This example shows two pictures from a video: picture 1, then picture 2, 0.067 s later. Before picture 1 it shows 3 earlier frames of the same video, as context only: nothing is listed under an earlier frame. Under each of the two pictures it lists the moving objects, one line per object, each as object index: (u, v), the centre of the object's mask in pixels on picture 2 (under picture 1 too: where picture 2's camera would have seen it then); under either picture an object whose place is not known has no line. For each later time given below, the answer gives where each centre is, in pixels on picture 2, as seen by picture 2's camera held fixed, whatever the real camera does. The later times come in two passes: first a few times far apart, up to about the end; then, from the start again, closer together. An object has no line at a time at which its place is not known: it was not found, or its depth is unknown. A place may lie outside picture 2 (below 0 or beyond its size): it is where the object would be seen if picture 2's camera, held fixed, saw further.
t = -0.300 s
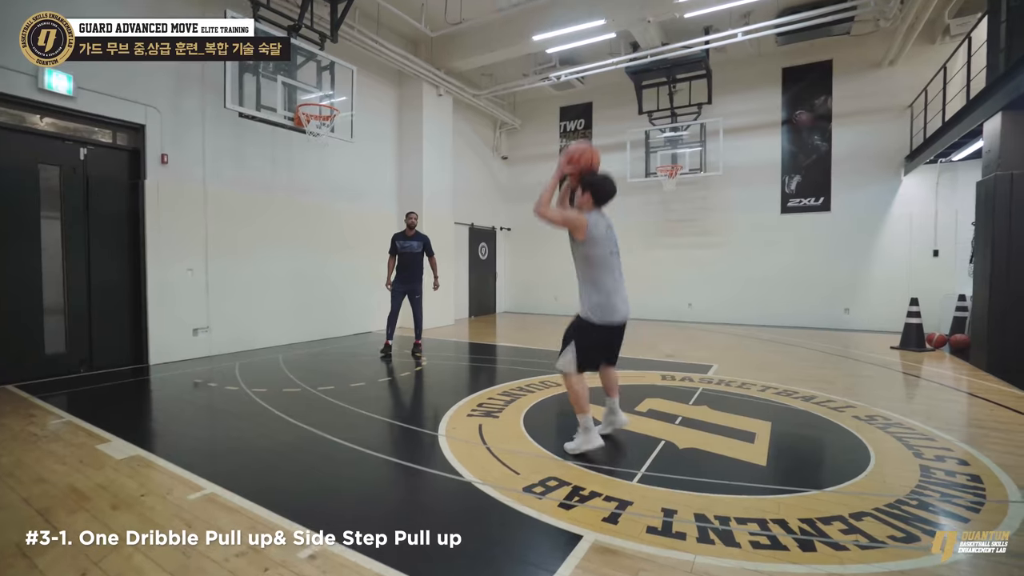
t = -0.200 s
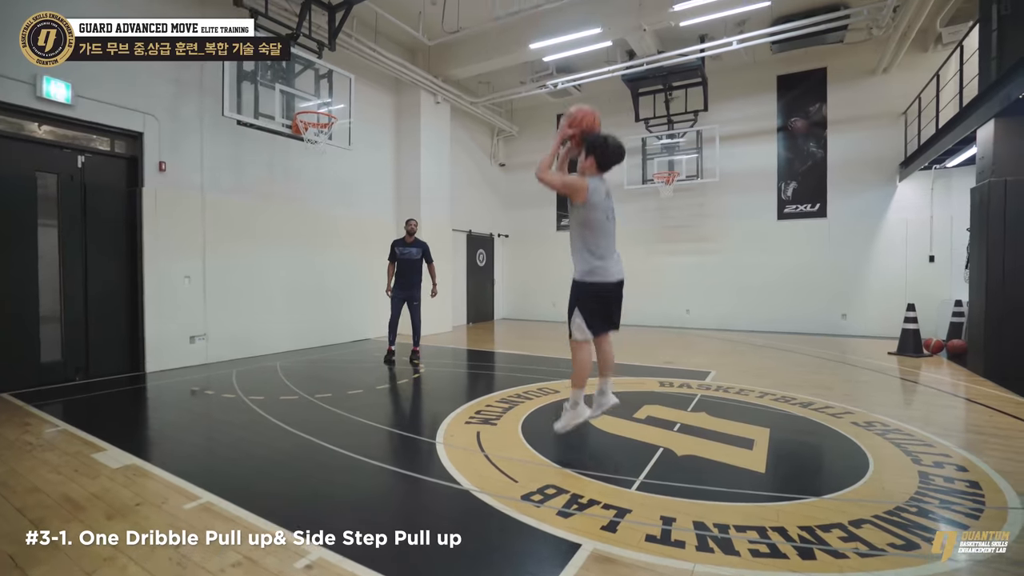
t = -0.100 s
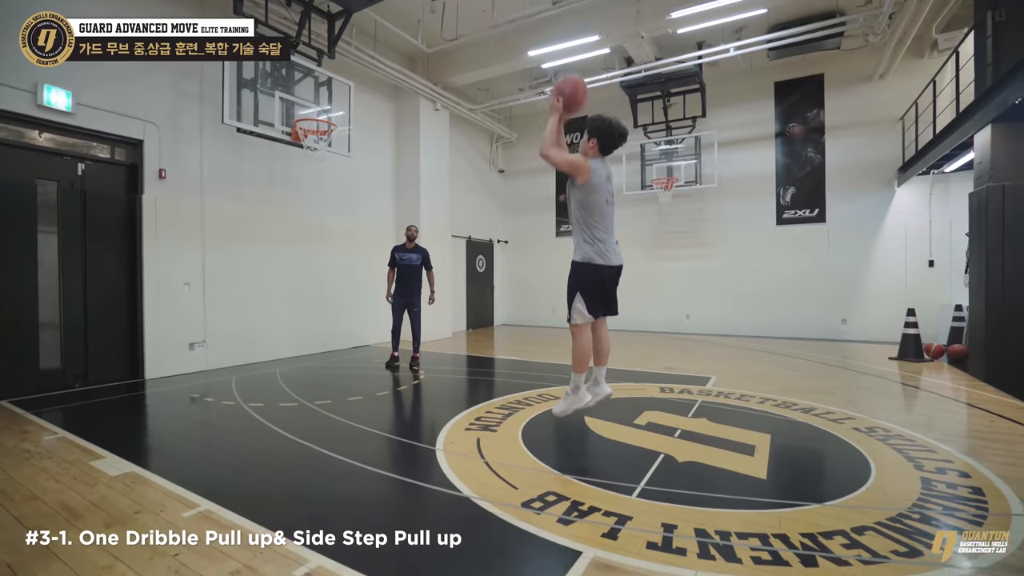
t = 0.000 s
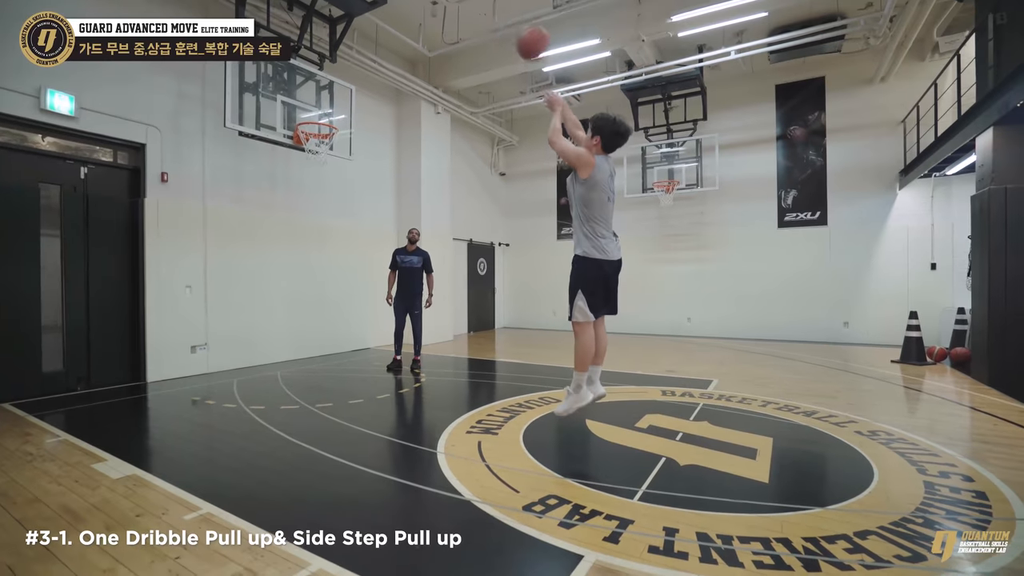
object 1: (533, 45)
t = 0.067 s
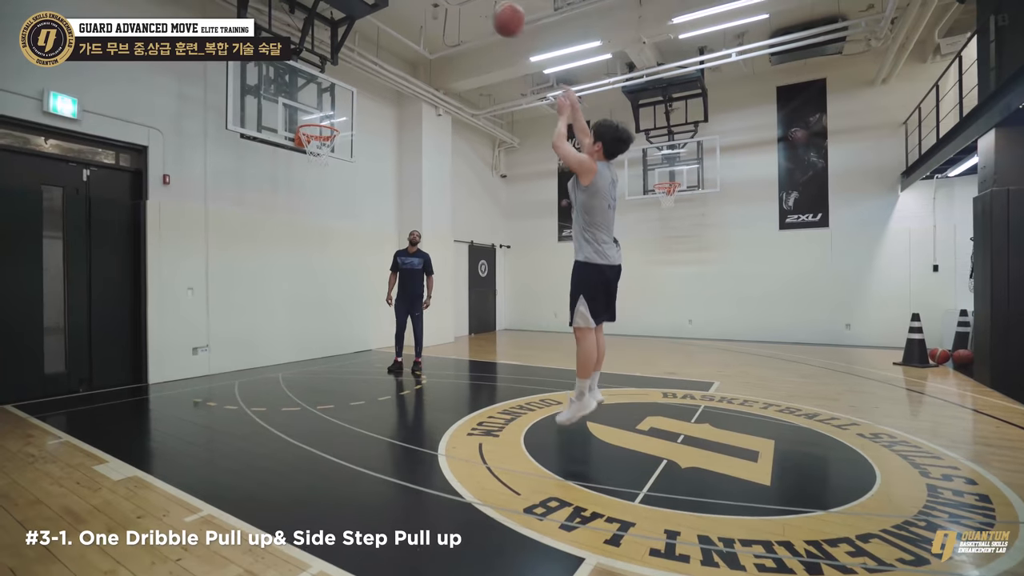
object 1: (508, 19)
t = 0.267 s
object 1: (446, -4)
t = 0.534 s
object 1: (386, 12)
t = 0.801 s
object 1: (341, 91)
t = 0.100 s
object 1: (496, 12)
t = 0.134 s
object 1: (485, 7)
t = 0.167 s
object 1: (474, 3)
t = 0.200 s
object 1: (465, 0)
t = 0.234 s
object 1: (455, -2)
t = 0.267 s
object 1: (446, -4)
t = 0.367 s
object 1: (421, -5)
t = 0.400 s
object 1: (413, -4)
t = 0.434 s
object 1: (406, -2)
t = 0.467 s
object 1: (399, 0)
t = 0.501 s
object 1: (392, 5)
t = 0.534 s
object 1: (386, 12)
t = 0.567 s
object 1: (379, 20)
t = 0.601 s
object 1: (373, 28)
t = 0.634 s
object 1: (367, 37)
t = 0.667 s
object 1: (361, 46)
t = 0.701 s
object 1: (355, 57)
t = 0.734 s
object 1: (351, 68)
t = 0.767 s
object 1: (346, 79)
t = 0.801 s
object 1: (341, 91)
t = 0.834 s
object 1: (336, 103)
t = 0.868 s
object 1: (332, 115)
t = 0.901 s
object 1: (326, 129)
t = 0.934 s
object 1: (324, 135)
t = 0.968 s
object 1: (316, 139)
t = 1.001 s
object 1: (309, 143)
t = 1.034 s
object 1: (304, 146)
